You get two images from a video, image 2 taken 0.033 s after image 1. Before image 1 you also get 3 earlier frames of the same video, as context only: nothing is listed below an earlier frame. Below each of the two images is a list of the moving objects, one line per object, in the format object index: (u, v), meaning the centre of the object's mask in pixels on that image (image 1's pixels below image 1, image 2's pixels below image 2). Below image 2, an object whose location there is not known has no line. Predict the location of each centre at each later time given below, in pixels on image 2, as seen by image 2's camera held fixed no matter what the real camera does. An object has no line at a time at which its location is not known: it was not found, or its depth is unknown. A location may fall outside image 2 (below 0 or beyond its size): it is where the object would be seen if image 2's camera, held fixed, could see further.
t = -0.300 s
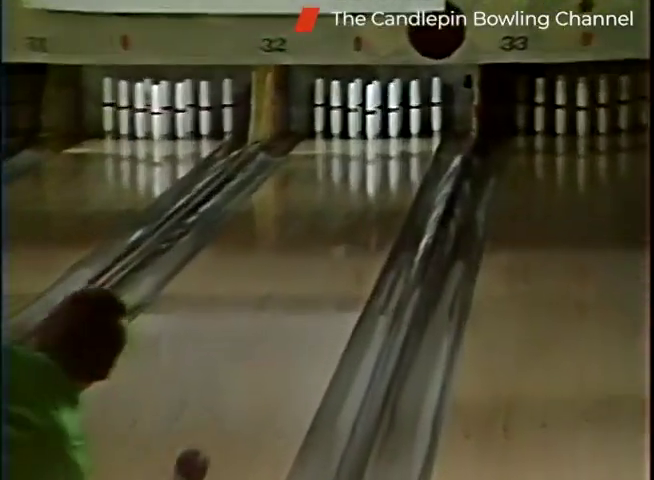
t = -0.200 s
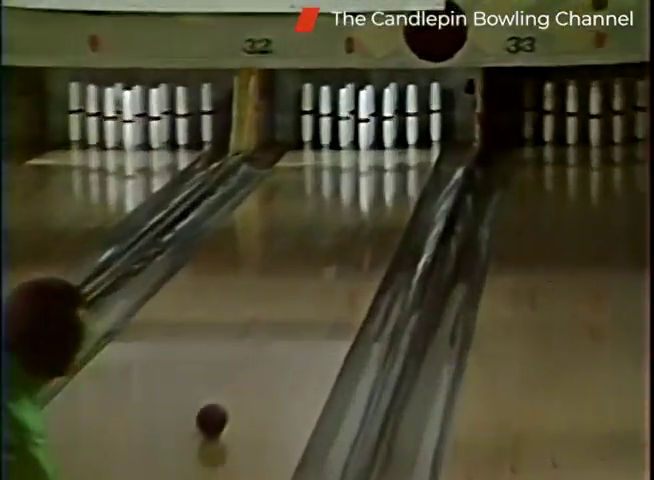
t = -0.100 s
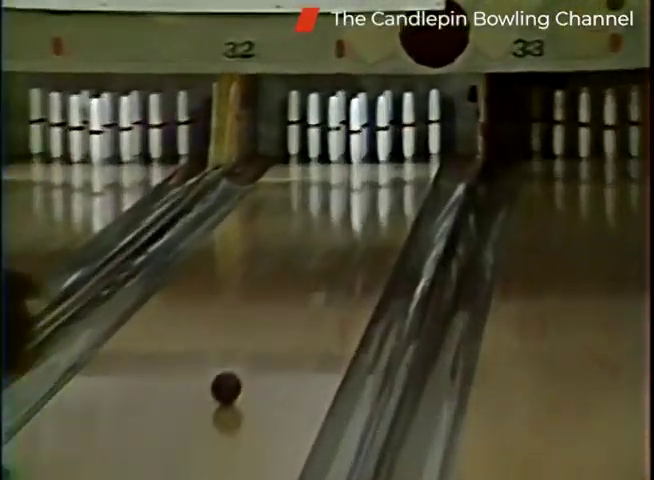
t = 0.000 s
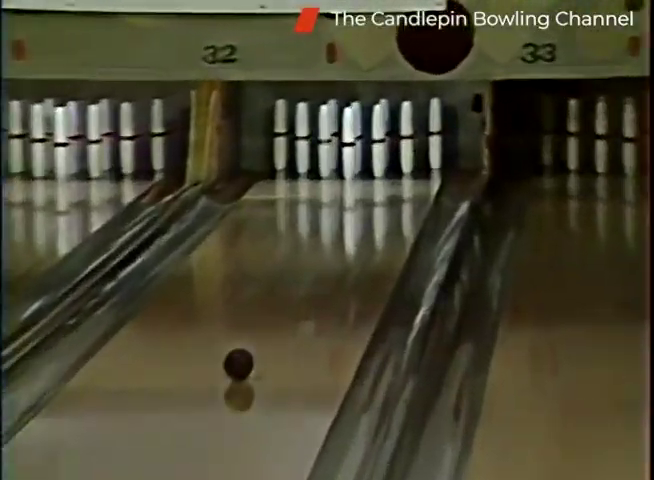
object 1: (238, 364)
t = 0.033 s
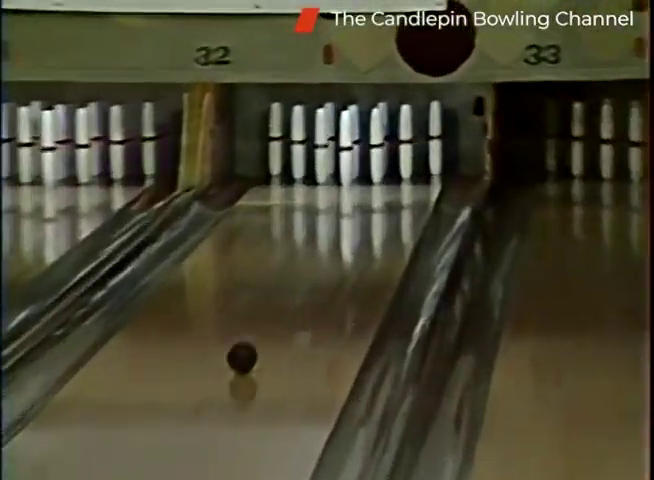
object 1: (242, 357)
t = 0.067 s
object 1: (252, 339)
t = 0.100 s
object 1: (262, 322)
